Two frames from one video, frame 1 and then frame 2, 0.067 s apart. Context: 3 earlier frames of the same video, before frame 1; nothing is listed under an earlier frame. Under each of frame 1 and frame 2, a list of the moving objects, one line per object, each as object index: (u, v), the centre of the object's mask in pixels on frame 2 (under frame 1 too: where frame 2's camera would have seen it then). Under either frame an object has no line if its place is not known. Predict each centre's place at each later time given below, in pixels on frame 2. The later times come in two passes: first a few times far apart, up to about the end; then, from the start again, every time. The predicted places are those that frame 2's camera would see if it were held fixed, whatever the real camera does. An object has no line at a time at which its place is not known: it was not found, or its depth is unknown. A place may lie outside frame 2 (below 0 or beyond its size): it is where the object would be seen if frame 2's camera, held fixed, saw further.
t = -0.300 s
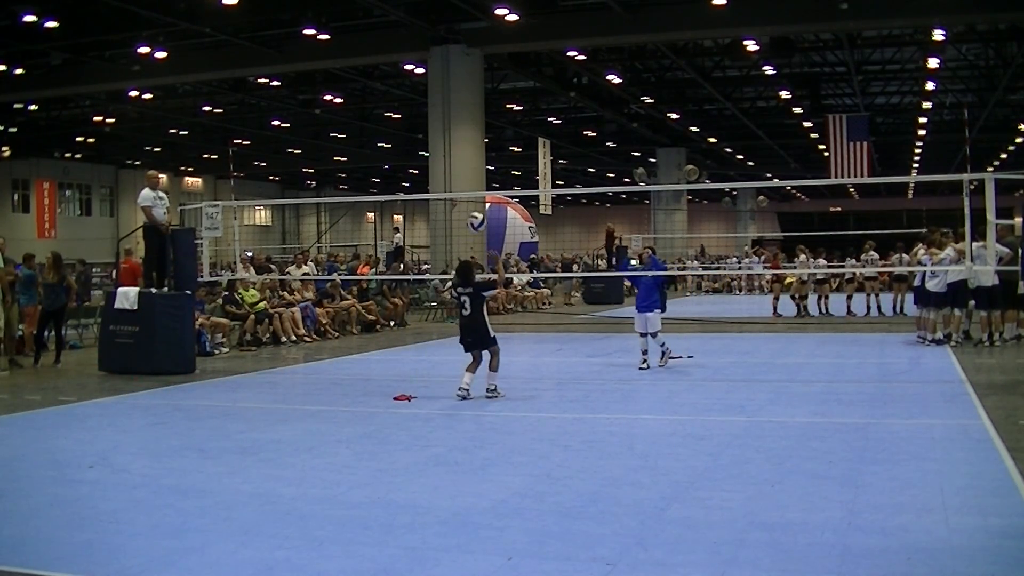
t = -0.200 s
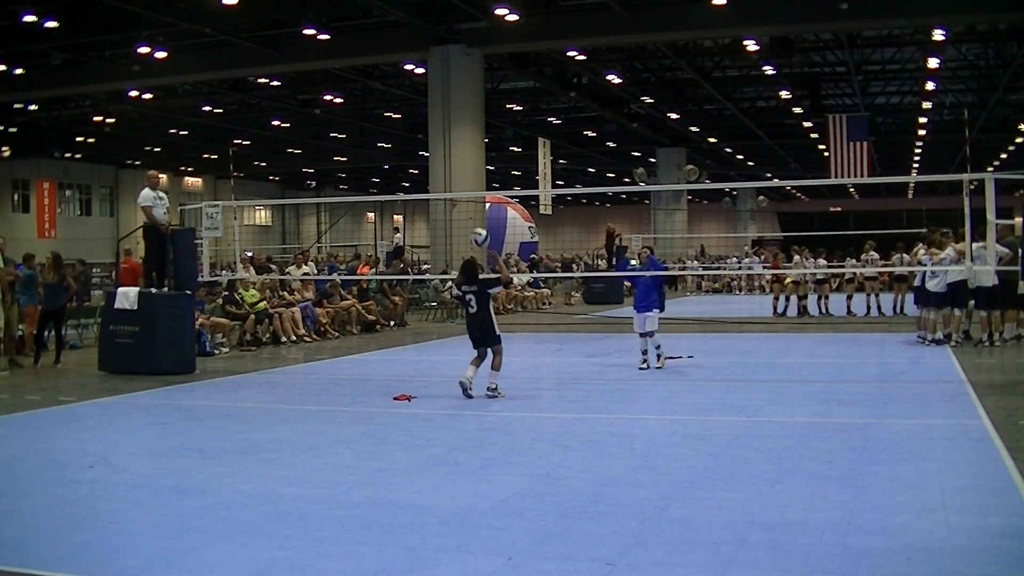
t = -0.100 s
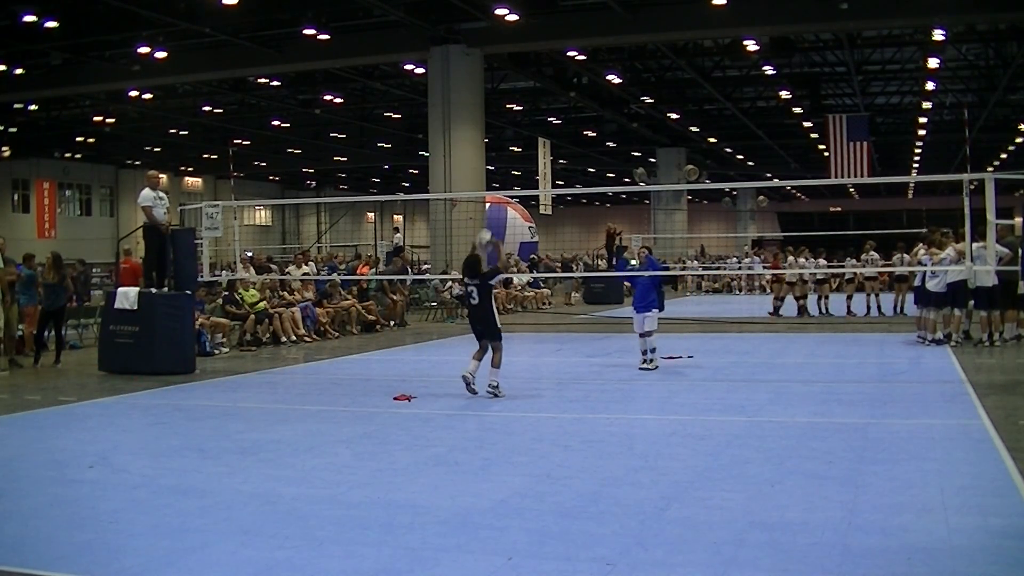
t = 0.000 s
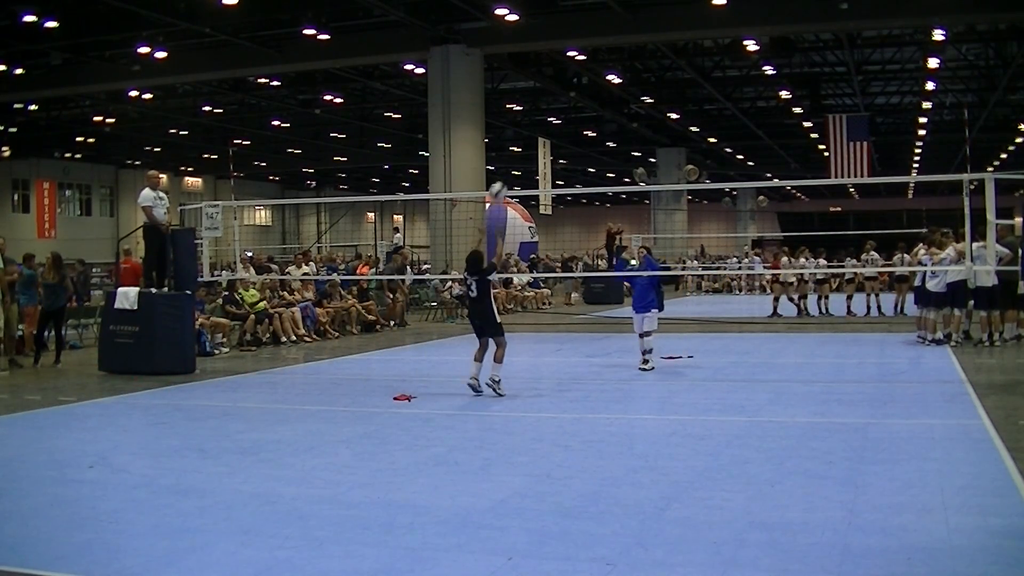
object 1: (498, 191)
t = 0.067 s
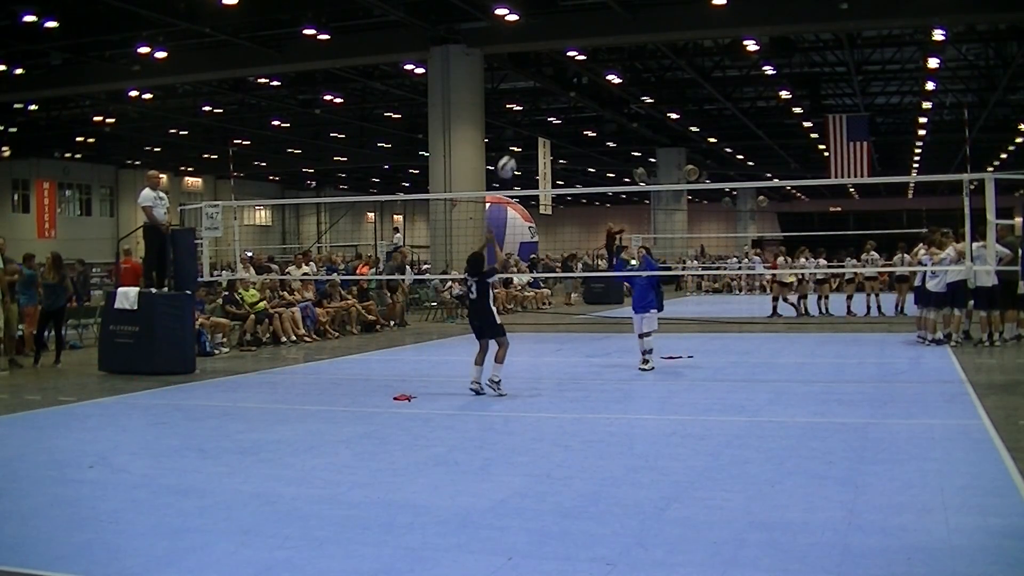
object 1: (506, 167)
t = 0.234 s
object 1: (528, 123)
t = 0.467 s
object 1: (554, 104)
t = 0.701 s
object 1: (578, 128)
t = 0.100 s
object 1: (511, 156)
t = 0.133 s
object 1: (515, 146)
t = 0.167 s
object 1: (519, 137)
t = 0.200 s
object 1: (523, 129)
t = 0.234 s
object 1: (528, 123)
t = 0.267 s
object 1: (532, 117)
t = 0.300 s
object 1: (535, 113)
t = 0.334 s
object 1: (539, 109)
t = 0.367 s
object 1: (542, 107)
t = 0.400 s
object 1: (546, 105)
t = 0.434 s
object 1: (550, 104)
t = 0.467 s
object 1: (554, 104)
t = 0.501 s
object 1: (558, 105)
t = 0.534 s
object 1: (561, 107)
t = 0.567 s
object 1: (564, 109)
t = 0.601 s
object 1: (568, 113)
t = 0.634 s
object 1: (571, 117)
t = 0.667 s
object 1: (575, 122)
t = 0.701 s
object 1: (578, 128)
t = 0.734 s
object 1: (582, 135)
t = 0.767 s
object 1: (585, 143)
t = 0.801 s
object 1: (588, 150)
